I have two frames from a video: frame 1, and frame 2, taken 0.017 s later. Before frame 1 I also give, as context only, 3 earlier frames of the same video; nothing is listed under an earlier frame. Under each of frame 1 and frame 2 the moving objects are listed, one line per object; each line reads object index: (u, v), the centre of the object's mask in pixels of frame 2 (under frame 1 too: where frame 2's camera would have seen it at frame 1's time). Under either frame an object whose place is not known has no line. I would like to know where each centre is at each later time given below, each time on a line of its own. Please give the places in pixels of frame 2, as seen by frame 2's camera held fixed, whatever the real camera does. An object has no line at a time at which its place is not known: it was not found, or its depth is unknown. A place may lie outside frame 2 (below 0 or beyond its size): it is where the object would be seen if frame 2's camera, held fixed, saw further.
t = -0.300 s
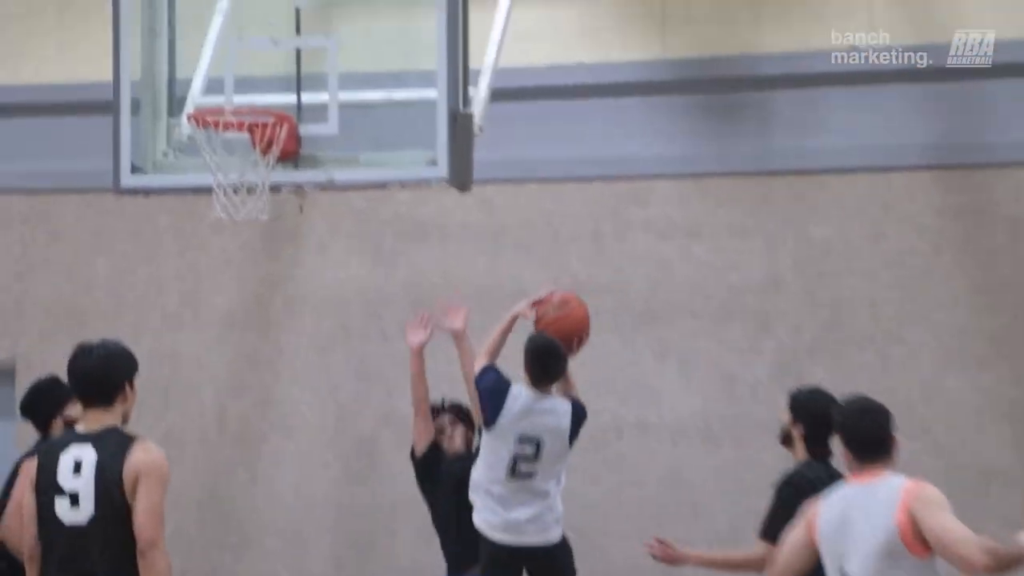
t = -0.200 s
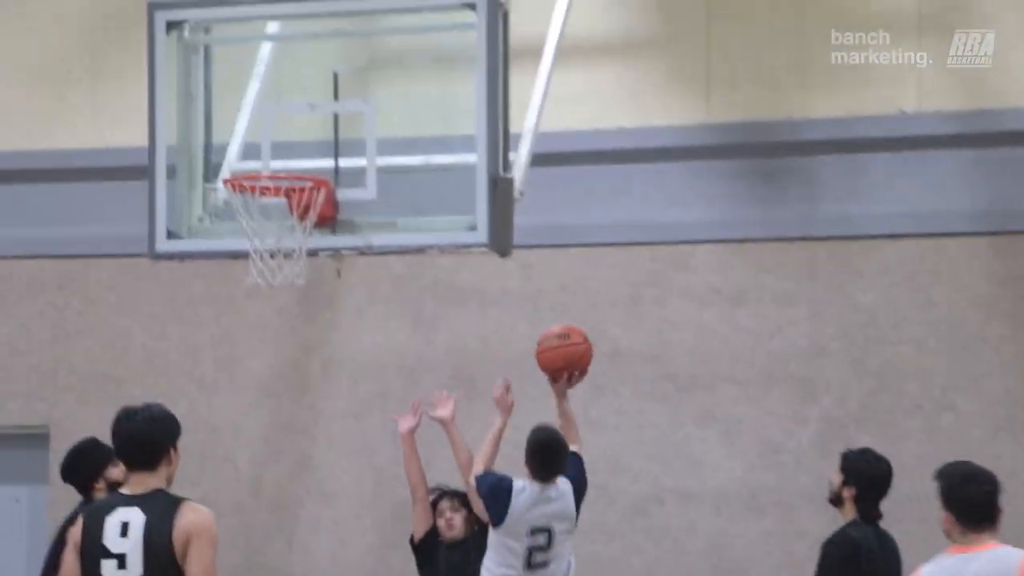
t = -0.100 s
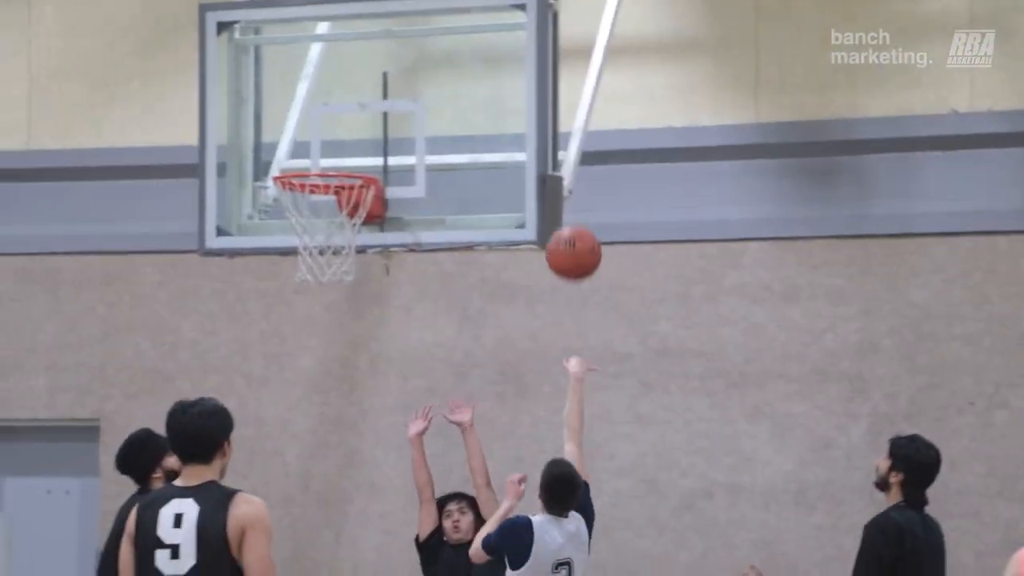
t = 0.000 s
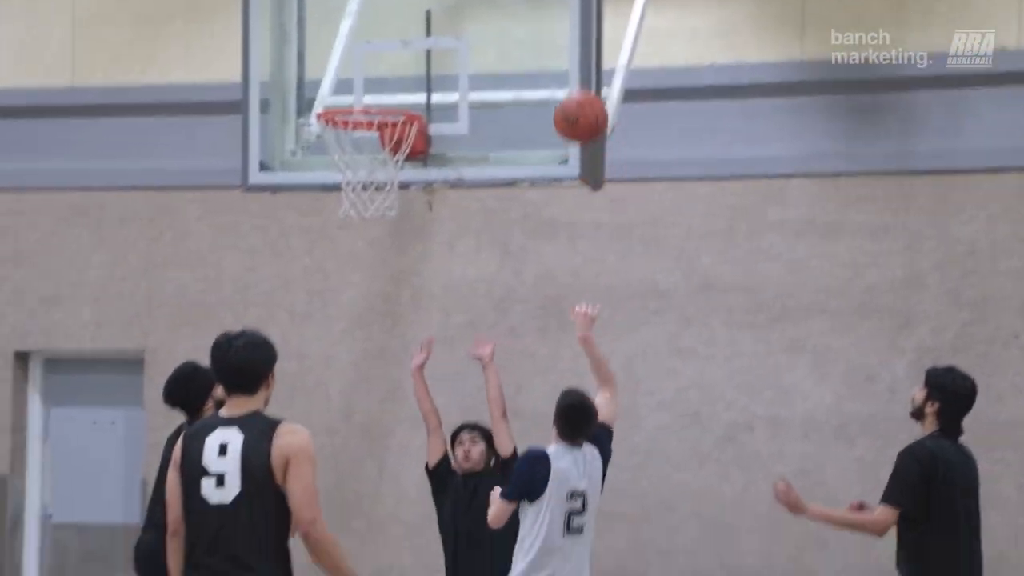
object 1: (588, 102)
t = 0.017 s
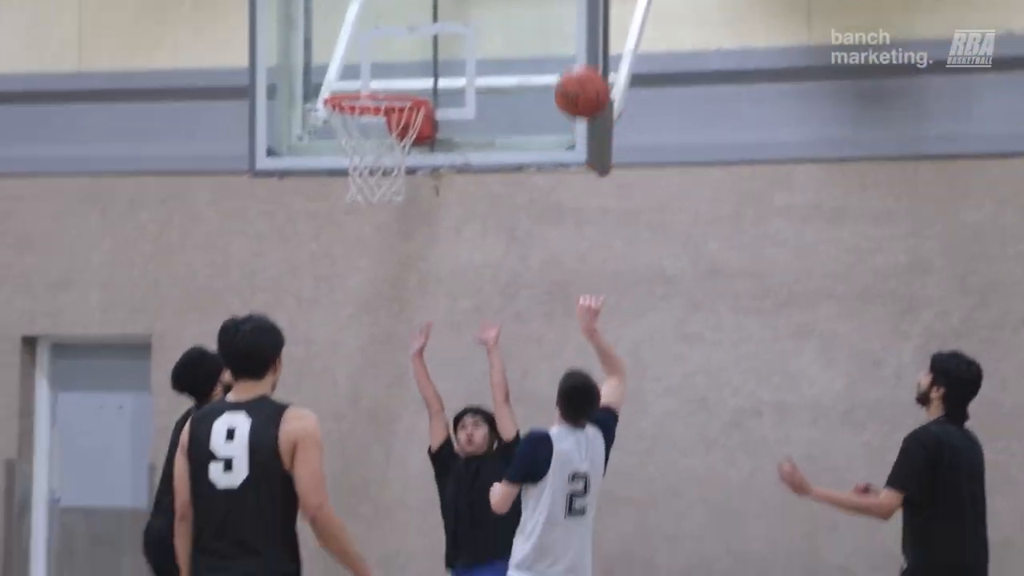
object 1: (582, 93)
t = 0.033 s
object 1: (575, 84)
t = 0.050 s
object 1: (569, 75)
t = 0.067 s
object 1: (563, 70)
